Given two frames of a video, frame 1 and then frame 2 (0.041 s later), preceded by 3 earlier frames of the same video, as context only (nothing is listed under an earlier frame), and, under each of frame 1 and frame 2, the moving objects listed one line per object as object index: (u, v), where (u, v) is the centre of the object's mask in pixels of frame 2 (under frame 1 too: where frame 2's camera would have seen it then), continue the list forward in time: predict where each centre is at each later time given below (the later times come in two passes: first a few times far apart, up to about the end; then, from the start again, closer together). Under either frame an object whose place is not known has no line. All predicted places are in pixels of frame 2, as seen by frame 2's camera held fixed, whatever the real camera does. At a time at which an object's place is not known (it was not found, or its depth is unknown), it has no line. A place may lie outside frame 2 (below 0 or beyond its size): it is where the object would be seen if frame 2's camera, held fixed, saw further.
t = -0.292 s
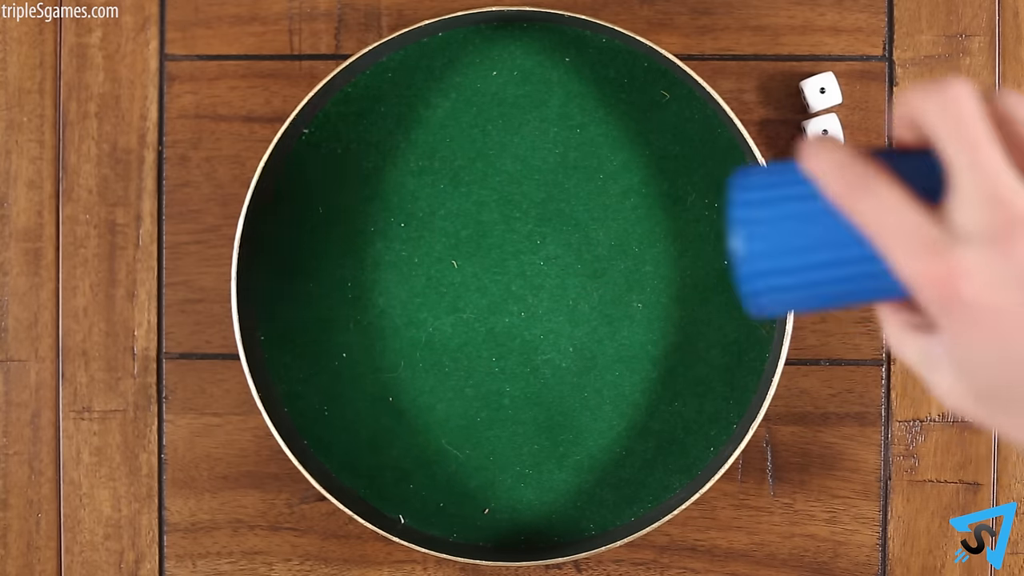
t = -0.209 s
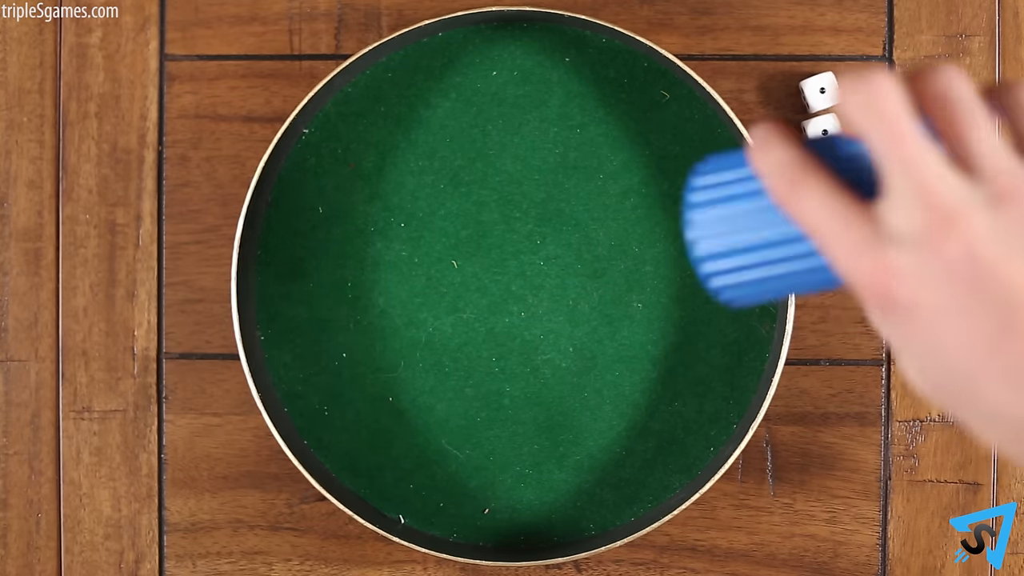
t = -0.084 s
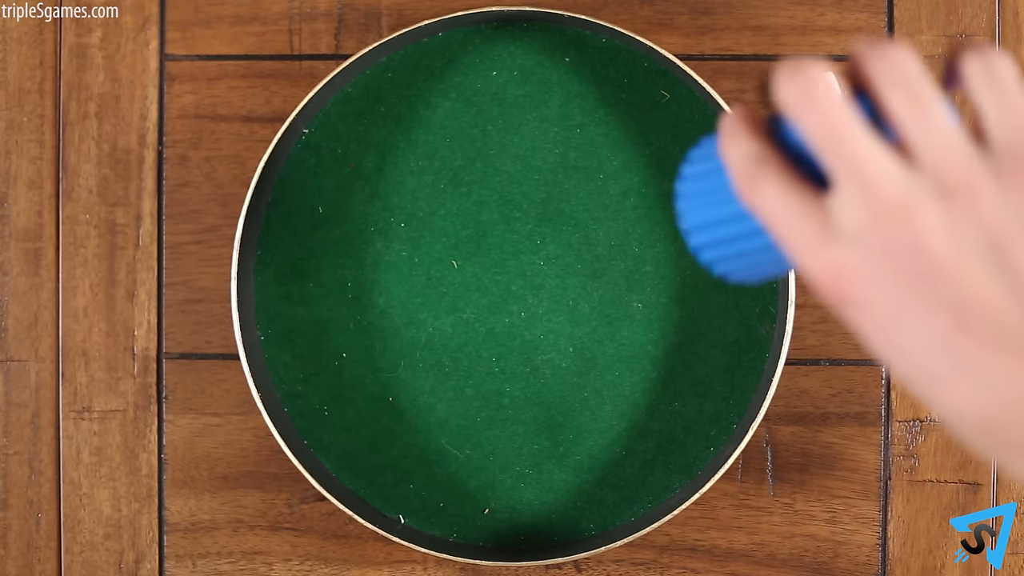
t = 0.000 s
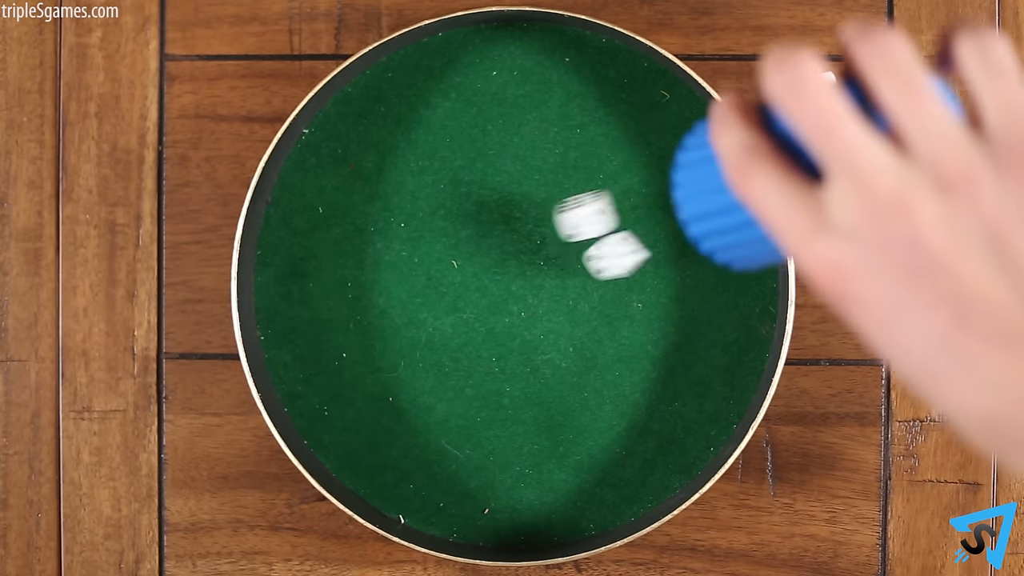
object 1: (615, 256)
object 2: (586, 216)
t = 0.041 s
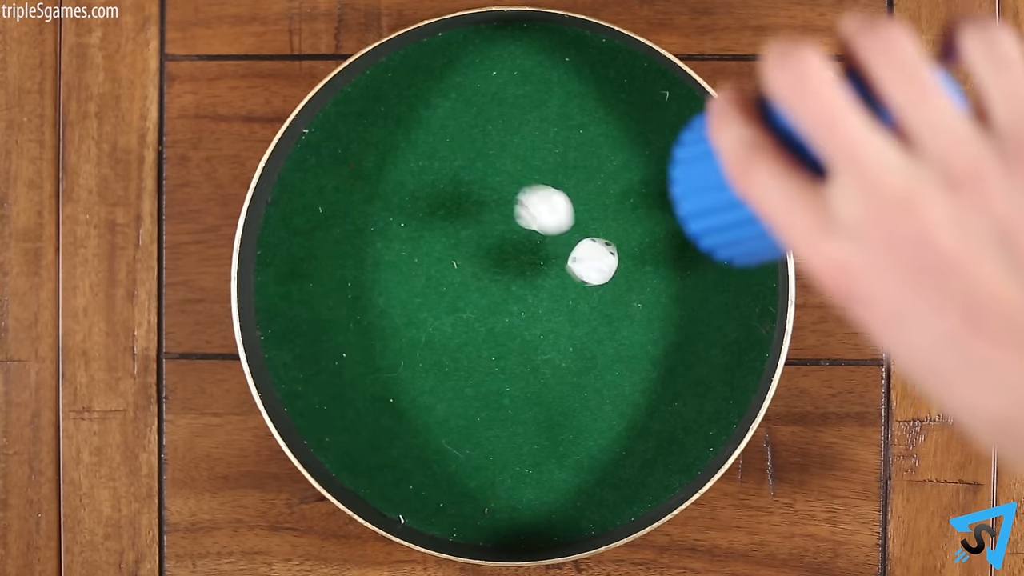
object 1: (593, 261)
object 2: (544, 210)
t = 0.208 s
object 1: (548, 285)
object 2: (408, 157)
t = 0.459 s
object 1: (532, 353)
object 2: (367, 99)
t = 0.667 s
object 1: (545, 374)
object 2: (367, 99)
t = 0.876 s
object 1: (545, 374)
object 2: (367, 99)
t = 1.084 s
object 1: (545, 374)
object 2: (367, 99)
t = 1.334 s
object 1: (545, 374)
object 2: (367, 99)
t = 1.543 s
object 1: (545, 374)
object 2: (367, 99)
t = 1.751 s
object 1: (545, 374)
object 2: (367, 99)
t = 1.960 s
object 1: (545, 374)
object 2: (367, 99)
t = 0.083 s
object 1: (575, 266)
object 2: (506, 196)
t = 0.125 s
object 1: (559, 270)
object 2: (470, 185)
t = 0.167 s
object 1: (552, 278)
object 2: (437, 174)
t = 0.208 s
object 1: (548, 285)
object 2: (408, 157)
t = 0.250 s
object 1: (549, 295)
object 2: (383, 130)
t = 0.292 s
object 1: (549, 310)
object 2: (363, 109)
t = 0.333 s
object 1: (546, 324)
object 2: (360, 103)
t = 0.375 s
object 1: (542, 338)
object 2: (367, 102)
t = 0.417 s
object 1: (534, 347)
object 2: (367, 99)
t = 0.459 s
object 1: (532, 353)
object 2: (367, 99)
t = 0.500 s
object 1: (535, 362)
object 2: (367, 99)
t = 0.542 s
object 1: (537, 370)
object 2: (367, 99)
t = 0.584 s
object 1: (542, 374)
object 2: (367, 99)
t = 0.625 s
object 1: (545, 374)
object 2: (367, 99)
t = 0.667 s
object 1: (545, 374)
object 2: (367, 99)
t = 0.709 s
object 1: (545, 374)
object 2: (367, 99)
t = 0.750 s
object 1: (545, 374)
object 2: (367, 99)
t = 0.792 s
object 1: (545, 374)
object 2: (367, 99)
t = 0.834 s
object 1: (545, 374)
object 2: (367, 99)
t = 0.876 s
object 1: (545, 374)
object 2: (367, 99)
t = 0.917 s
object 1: (545, 374)
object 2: (367, 99)
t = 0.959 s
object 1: (545, 374)
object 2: (367, 99)
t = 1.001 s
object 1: (545, 374)
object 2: (367, 99)
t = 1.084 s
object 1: (545, 374)
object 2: (367, 99)
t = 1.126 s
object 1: (545, 374)
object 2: (367, 99)
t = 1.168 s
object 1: (545, 374)
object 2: (367, 99)
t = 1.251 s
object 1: (545, 374)
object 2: (367, 99)
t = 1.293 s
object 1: (545, 374)
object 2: (367, 100)
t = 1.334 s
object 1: (545, 374)
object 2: (367, 99)
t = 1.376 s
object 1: (545, 374)
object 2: (367, 99)
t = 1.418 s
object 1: (545, 374)
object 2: (367, 99)
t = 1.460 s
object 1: (545, 374)
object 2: (367, 99)
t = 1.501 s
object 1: (545, 374)
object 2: (367, 99)
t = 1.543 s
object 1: (545, 374)
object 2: (367, 99)
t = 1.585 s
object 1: (545, 374)
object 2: (367, 99)
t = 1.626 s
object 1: (545, 374)
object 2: (367, 99)
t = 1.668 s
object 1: (545, 374)
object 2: (367, 99)
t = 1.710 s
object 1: (545, 374)
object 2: (367, 99)
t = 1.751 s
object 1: (545, 374)
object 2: (367, 99)
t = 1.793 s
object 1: (545, 374)
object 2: (367, 99)
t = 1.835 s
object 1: (545, 374)
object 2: (367, 100)
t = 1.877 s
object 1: (545, 374)
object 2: (367, 100)
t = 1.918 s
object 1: (545, 374)
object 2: (367, 99)
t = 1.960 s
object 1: (545, 374)
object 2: (367, 99)
